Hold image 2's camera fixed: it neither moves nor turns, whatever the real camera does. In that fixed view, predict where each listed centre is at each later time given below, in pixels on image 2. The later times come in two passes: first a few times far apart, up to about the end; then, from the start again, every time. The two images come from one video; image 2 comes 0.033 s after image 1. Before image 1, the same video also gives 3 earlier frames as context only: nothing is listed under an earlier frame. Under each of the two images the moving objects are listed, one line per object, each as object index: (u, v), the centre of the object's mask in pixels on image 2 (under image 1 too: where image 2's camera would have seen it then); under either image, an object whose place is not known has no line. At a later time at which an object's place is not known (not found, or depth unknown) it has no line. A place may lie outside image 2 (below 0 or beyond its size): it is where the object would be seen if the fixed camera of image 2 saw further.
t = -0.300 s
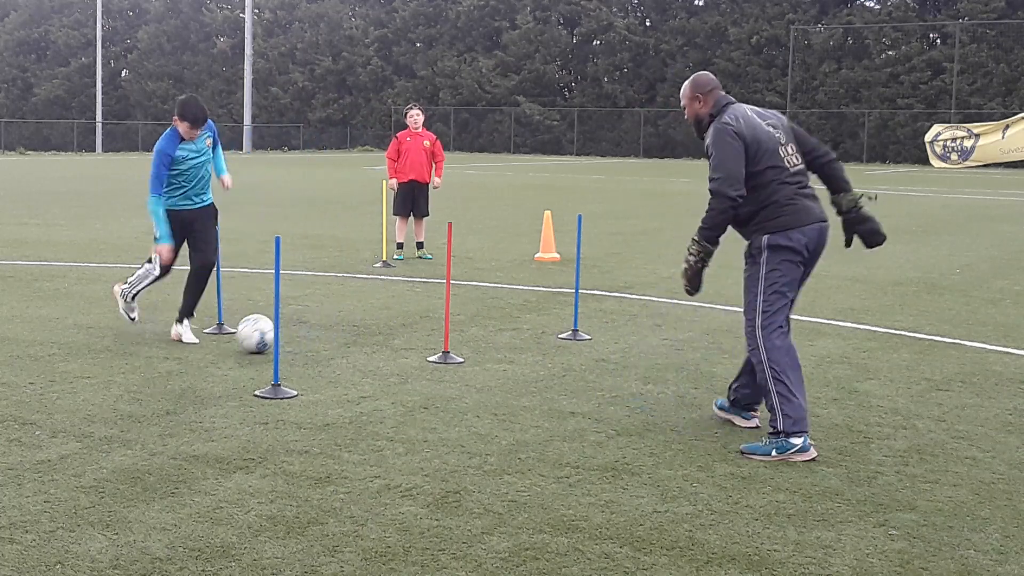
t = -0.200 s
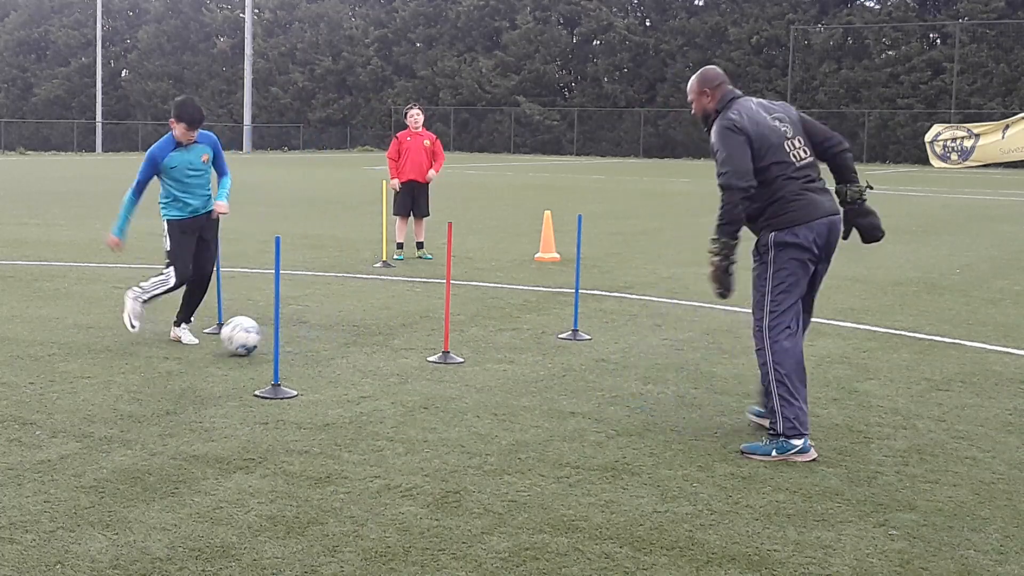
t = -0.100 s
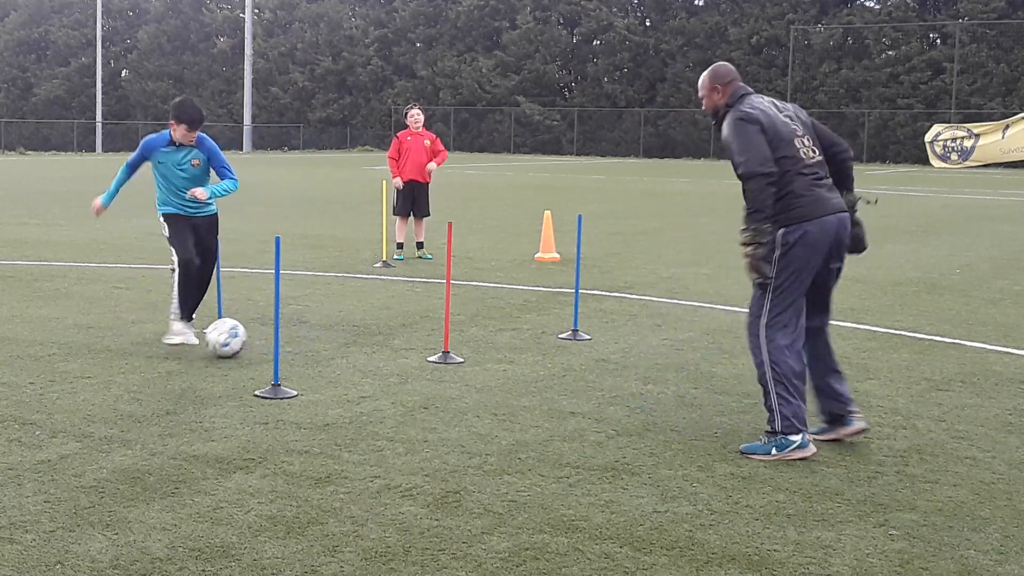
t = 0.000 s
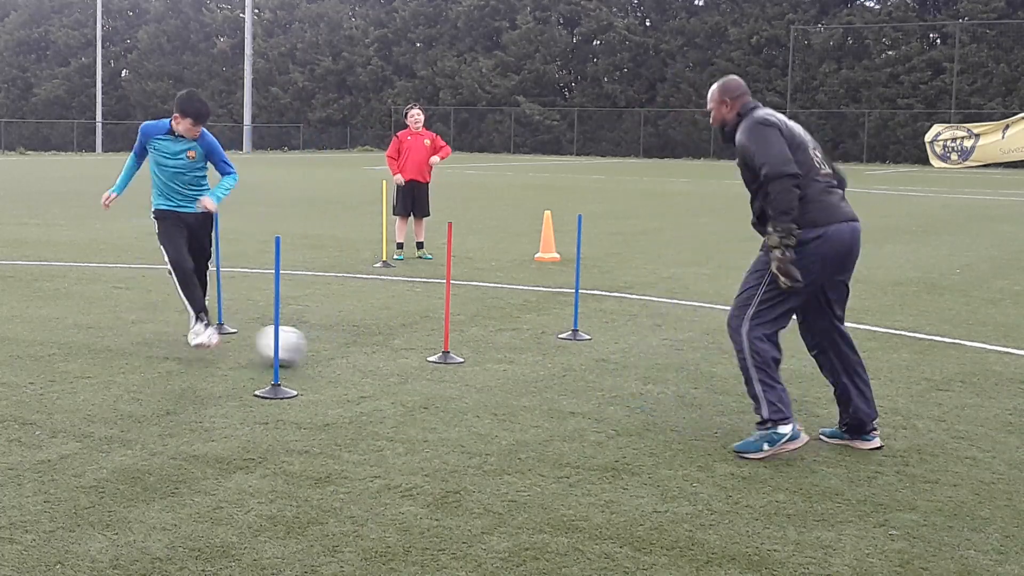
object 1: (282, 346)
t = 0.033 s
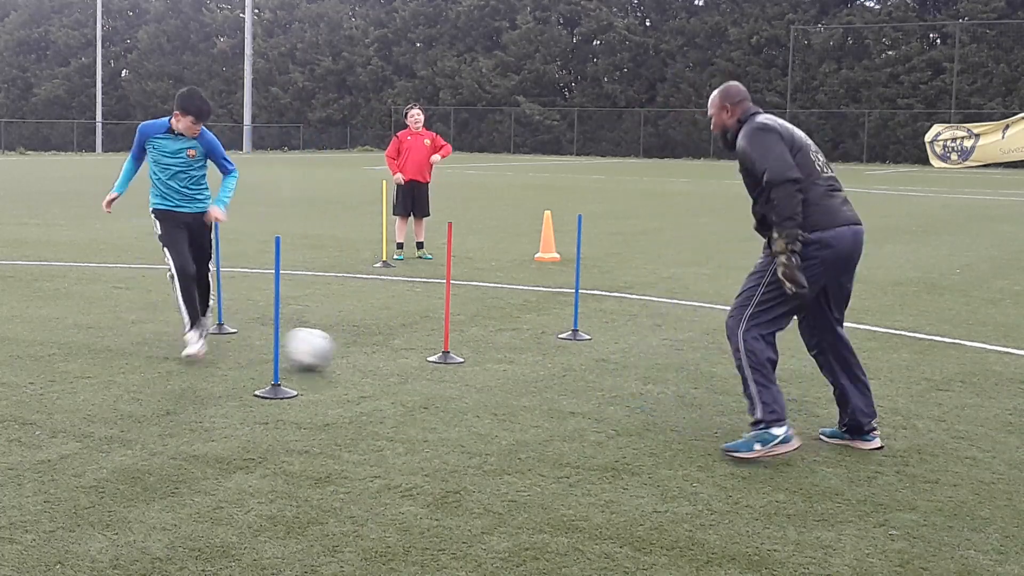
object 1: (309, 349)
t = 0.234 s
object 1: (477, 373)
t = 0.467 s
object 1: (664, 397)
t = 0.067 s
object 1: (336, 354)
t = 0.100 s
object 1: (364, 358)
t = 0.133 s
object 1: (392, 361)
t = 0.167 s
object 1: (420, 365)
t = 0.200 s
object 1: (448, 369)
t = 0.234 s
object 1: (477, 373)
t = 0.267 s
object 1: (503, 377)
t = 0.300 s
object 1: (531, 381)
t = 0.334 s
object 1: (558, 383)
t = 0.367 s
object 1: (586, 386)
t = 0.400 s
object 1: (612, 391)
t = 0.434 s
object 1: (638, 395)
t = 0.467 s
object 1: (664, 397)
